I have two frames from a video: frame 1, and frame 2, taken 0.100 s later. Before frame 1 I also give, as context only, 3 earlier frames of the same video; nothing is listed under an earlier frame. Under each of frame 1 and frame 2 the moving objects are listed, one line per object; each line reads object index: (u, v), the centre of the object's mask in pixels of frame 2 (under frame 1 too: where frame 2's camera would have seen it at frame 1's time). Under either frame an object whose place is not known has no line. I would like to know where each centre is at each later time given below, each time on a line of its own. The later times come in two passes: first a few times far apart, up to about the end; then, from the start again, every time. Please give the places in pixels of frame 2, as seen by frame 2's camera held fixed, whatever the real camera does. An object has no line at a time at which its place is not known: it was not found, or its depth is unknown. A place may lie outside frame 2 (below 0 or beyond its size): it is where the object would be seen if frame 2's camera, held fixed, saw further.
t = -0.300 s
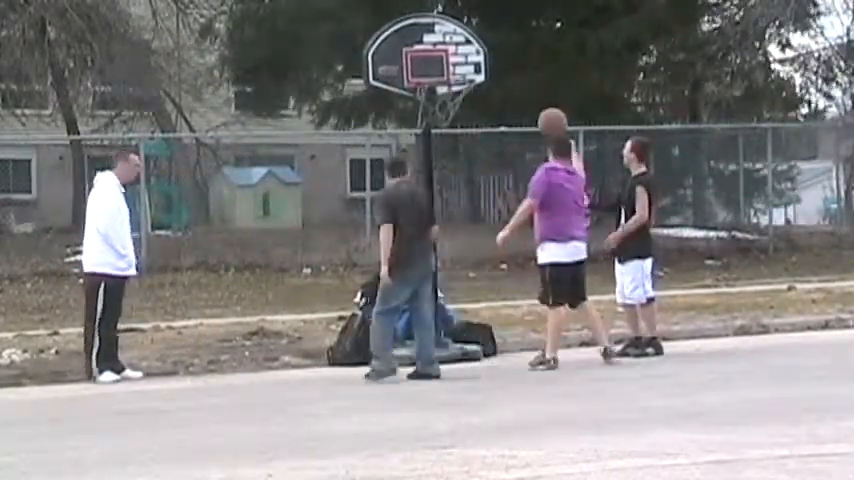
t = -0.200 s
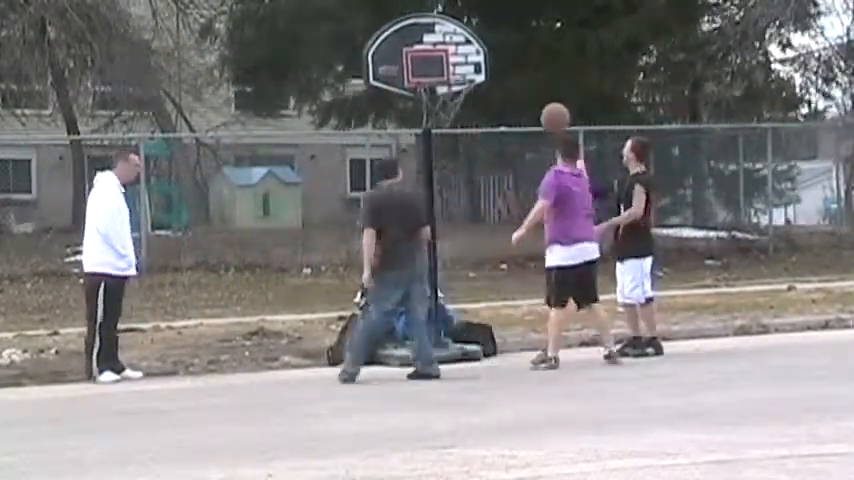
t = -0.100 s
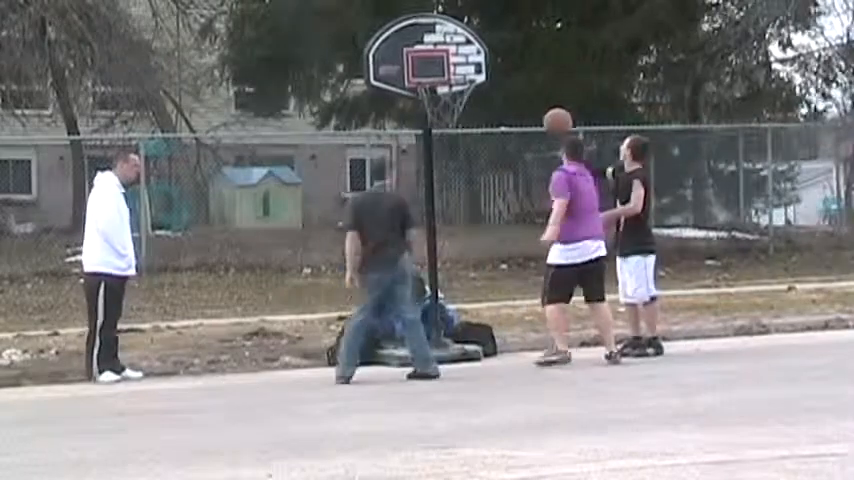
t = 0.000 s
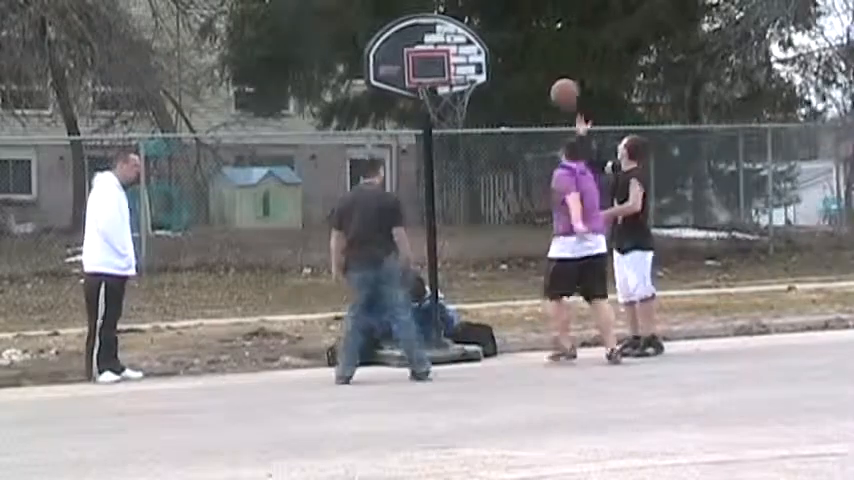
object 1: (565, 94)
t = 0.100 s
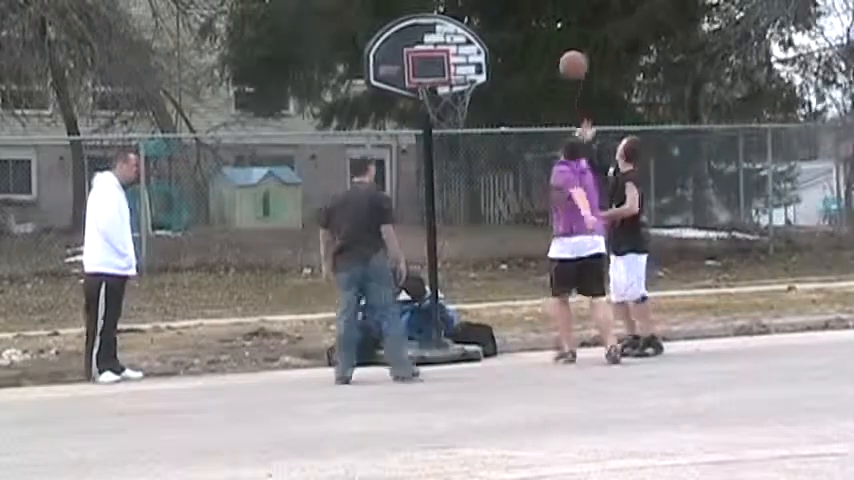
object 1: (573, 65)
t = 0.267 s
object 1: (586, 45)
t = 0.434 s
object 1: (598, 54)
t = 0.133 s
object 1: (576, 59)
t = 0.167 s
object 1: (578, 52)
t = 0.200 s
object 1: (581, 49)
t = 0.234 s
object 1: (584, 46)
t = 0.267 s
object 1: (586, 45)
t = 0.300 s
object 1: (589, 45)
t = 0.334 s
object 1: (591, 45)
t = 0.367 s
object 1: (594, 46)
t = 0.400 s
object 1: (596, 49)
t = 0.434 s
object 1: (598, 54)
